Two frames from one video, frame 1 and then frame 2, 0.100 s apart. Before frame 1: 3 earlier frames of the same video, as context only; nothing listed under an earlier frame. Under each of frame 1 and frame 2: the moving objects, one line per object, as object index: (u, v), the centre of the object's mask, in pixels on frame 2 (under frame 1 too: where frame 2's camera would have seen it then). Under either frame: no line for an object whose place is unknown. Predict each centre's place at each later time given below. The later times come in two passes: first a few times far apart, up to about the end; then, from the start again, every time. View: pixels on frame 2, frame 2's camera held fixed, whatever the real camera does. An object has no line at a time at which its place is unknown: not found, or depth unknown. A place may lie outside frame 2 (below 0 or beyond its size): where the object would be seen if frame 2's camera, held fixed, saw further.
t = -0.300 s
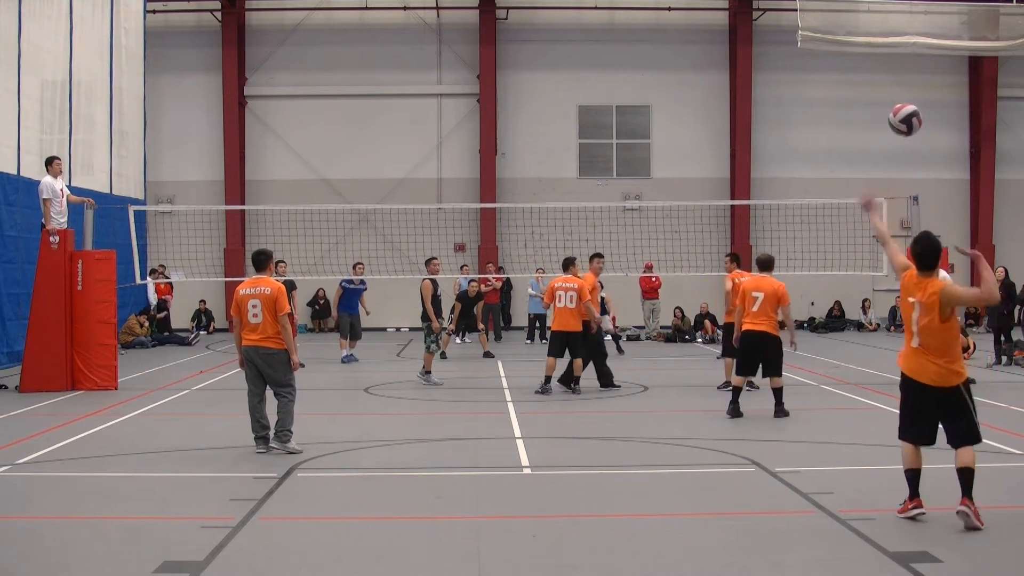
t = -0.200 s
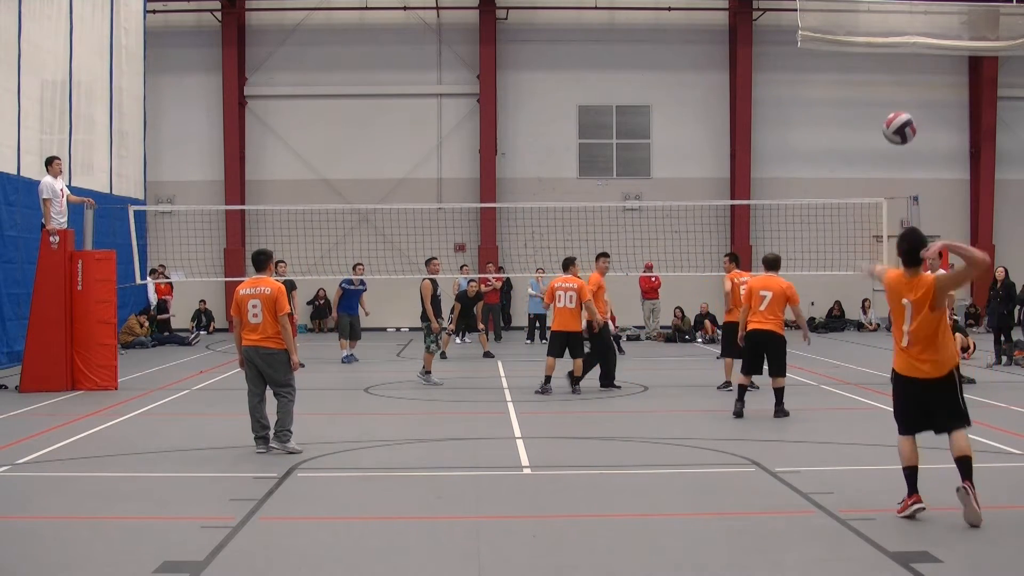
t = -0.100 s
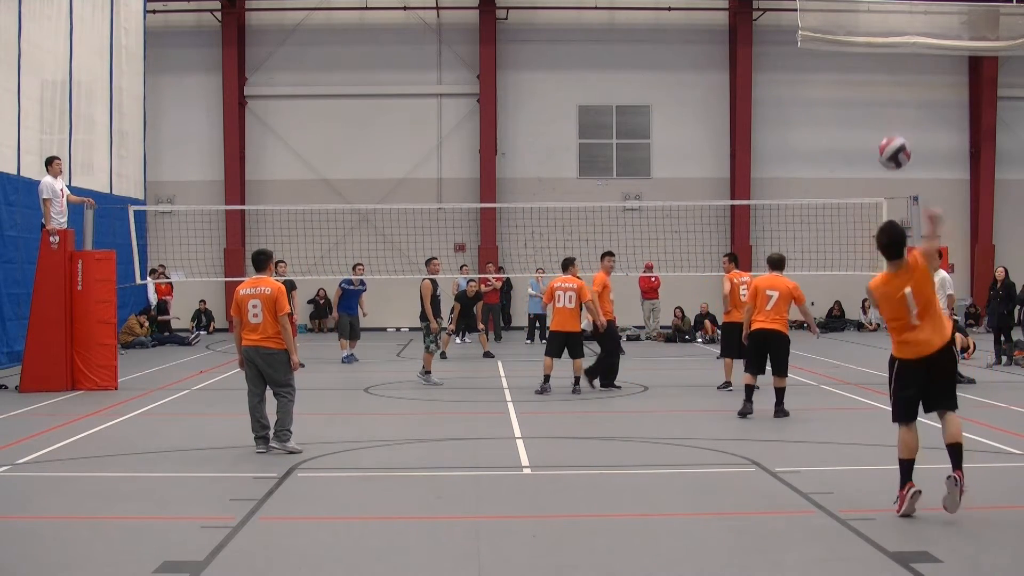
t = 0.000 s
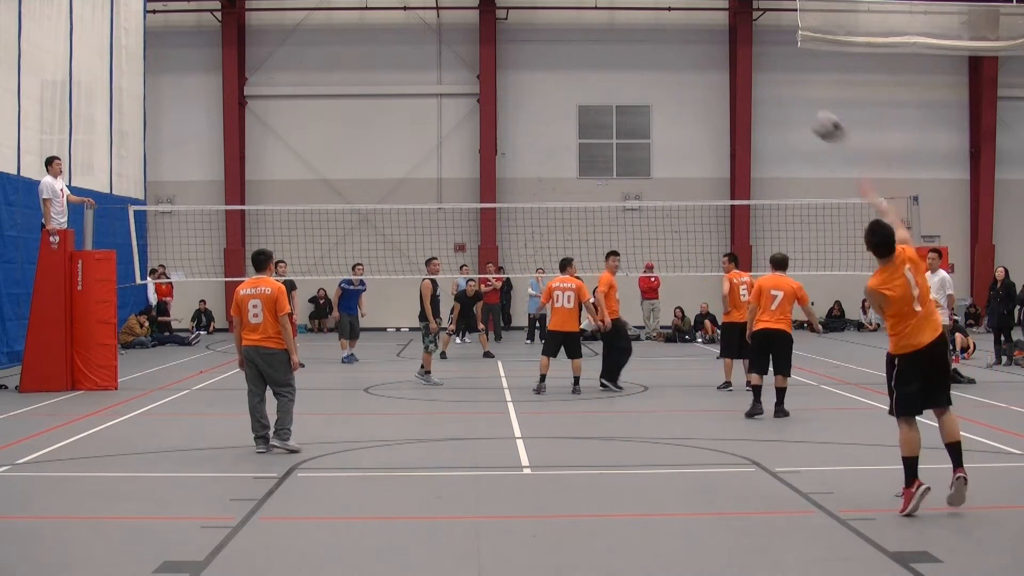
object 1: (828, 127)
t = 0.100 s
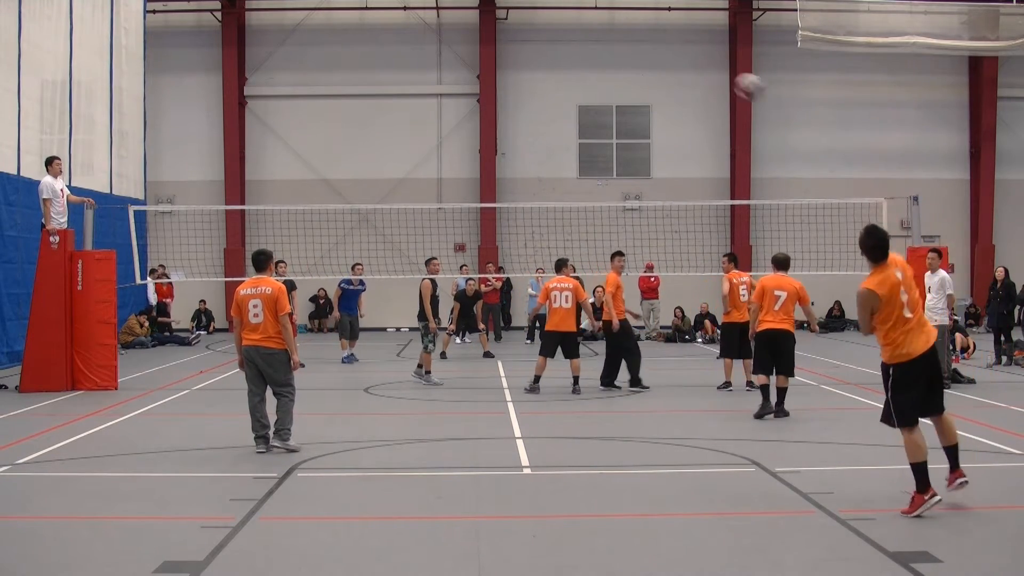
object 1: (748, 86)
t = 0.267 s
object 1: (655, 62)
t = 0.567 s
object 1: (556, 91)
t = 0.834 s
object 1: (502, 152)
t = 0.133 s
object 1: (729, 78)
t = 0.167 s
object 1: (707, 71)
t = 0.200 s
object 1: (689, 66)
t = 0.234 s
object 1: (672, 64)
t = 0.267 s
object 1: (655, 62)
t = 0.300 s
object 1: (640, 62)
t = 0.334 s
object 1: (627, 63)
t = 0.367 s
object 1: (614, 65)
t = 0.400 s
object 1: (602, 68)
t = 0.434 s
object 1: (592, 71)
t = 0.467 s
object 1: (581, 76)
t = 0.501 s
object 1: (572, 80)
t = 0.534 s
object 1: (563, 85)
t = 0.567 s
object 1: (556, 91)
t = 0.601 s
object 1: (548, 97)
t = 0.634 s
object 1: (540, 104)
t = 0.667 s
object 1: (534, 110)
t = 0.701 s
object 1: (527, 119)
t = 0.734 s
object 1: (521, 127)
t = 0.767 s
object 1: (515, 135)
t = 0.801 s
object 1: (508, 143)
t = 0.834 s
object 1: (502, 152)
